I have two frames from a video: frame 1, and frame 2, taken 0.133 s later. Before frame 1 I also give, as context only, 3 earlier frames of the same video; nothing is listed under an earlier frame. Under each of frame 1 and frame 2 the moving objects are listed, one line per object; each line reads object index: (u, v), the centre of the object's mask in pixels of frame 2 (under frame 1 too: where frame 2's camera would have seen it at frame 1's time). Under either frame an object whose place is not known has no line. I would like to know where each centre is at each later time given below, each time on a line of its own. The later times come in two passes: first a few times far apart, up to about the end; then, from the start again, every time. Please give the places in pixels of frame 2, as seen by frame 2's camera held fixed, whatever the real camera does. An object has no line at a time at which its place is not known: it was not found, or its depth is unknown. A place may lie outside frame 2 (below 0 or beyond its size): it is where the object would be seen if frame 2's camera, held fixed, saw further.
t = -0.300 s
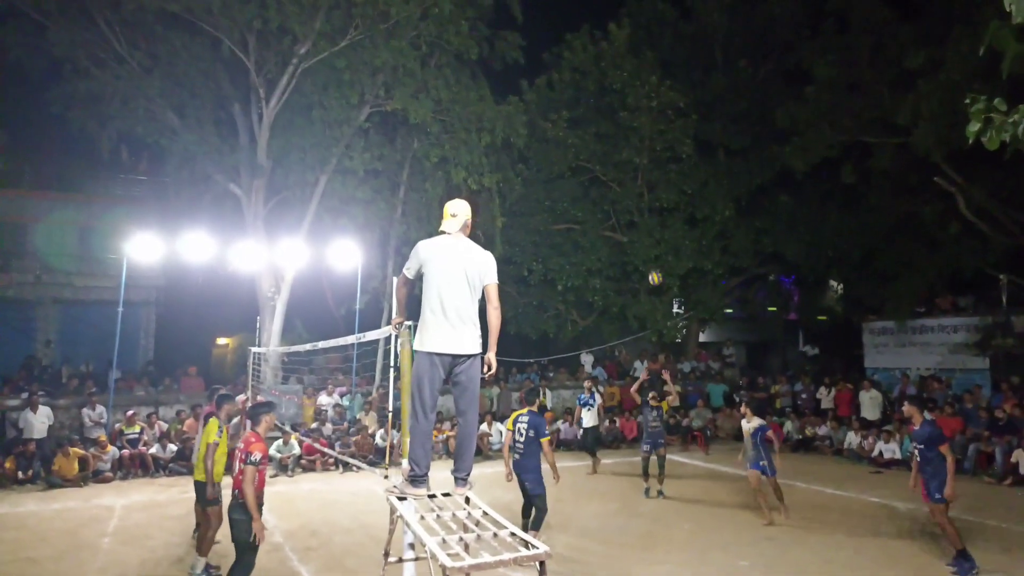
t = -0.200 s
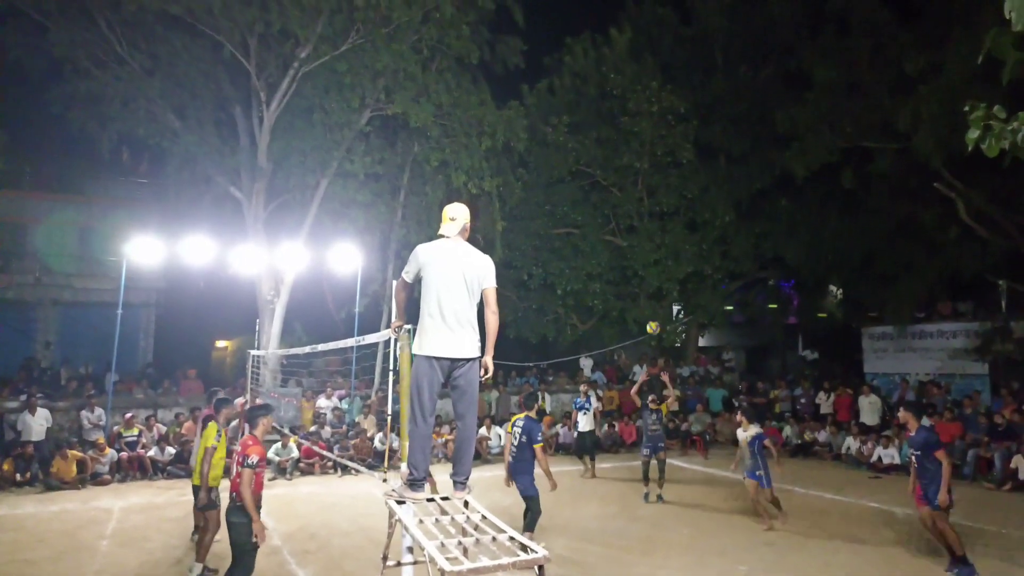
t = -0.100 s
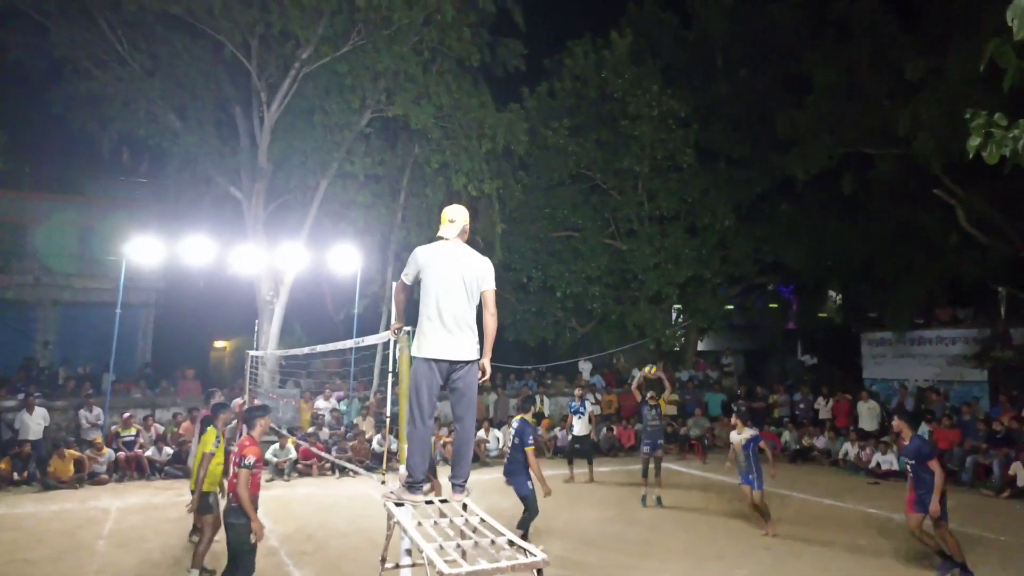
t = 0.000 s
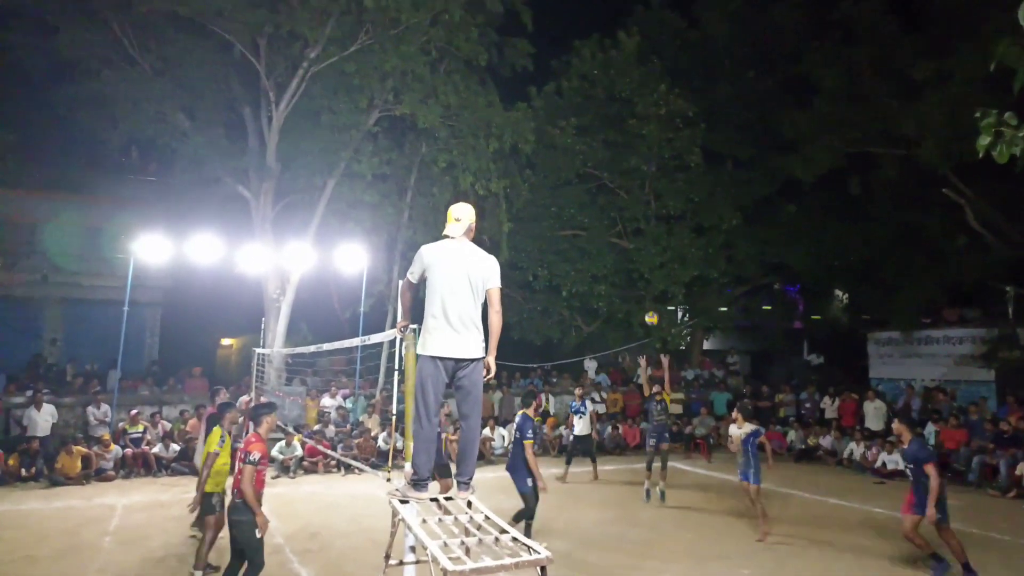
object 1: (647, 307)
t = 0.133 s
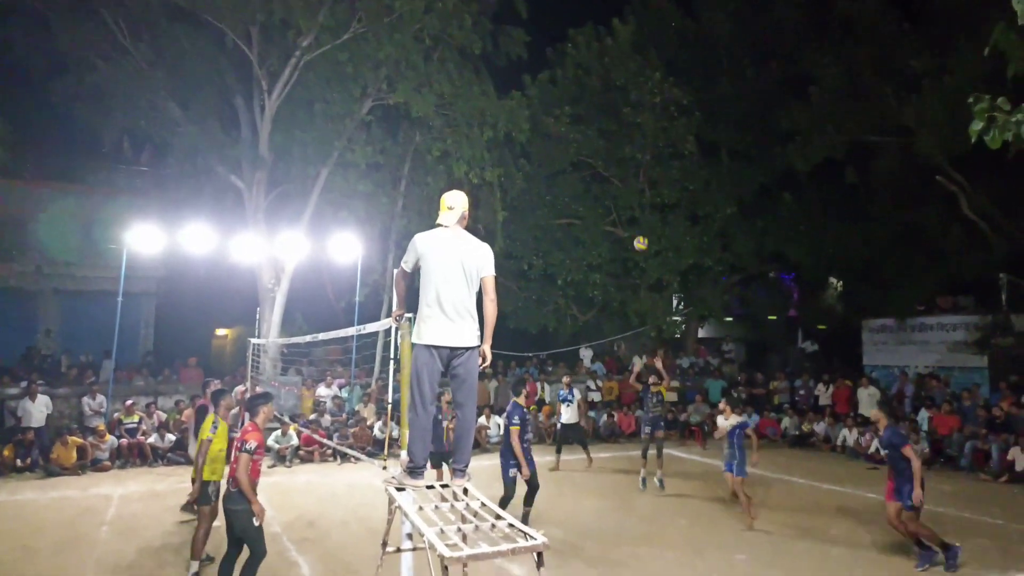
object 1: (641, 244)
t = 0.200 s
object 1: (637, 216)
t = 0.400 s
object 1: (627, 142)
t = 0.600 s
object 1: (617, 88)
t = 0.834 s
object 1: (605, 56)
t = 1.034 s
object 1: (592, 60)
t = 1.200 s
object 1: (581, 93)
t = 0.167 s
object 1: (639, 230)
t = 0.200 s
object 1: (637, 216)
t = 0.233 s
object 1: (636, 200)
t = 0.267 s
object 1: (634, 188)
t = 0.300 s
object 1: (632, 177)
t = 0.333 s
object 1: (630, 164)
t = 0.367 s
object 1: (629, 152)
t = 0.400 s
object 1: (627, 142)
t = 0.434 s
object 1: (625, 131)
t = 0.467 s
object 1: (623, 120)
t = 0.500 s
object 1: (622, 112)
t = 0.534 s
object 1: (621, 104)
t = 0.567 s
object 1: (619, 95)
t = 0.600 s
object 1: (617, 88)
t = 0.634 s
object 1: (615, 81)
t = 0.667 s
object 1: (613, 75)
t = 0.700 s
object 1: (612, 70)
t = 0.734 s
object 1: (610, 65)
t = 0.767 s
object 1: (609, 61)
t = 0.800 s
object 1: (607, 57)
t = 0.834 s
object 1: (605, 56)
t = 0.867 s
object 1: (603, 54)
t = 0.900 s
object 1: (601, 54)
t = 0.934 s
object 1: (599, 54)
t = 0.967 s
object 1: (596, 55)
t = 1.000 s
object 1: (594, 58)
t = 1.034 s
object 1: (592, 60)
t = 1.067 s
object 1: (590, 65)
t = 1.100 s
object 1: (588, 71)
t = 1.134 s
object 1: (586, 76)
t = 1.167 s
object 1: (584, 84)
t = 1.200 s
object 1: (581, 93)
